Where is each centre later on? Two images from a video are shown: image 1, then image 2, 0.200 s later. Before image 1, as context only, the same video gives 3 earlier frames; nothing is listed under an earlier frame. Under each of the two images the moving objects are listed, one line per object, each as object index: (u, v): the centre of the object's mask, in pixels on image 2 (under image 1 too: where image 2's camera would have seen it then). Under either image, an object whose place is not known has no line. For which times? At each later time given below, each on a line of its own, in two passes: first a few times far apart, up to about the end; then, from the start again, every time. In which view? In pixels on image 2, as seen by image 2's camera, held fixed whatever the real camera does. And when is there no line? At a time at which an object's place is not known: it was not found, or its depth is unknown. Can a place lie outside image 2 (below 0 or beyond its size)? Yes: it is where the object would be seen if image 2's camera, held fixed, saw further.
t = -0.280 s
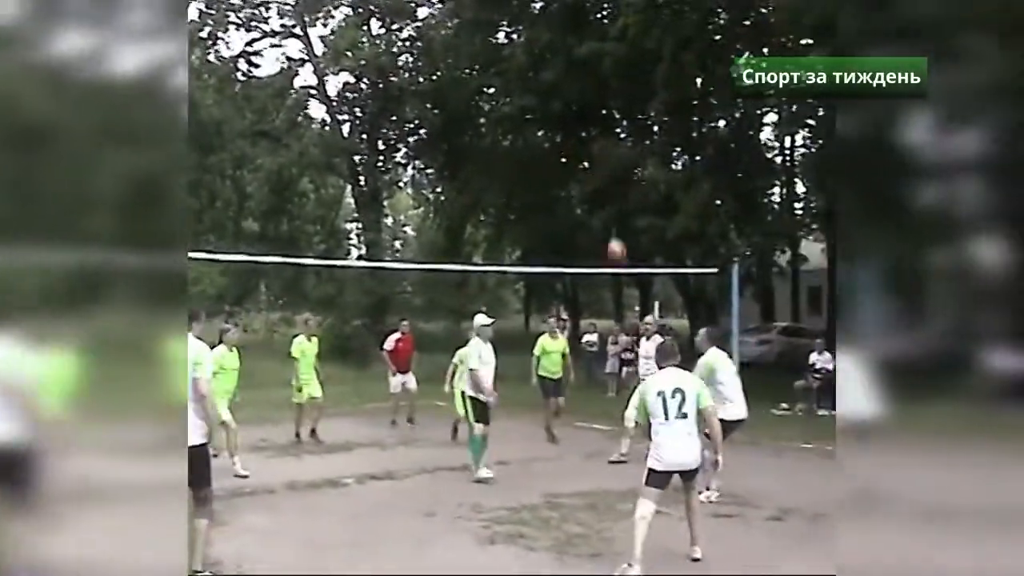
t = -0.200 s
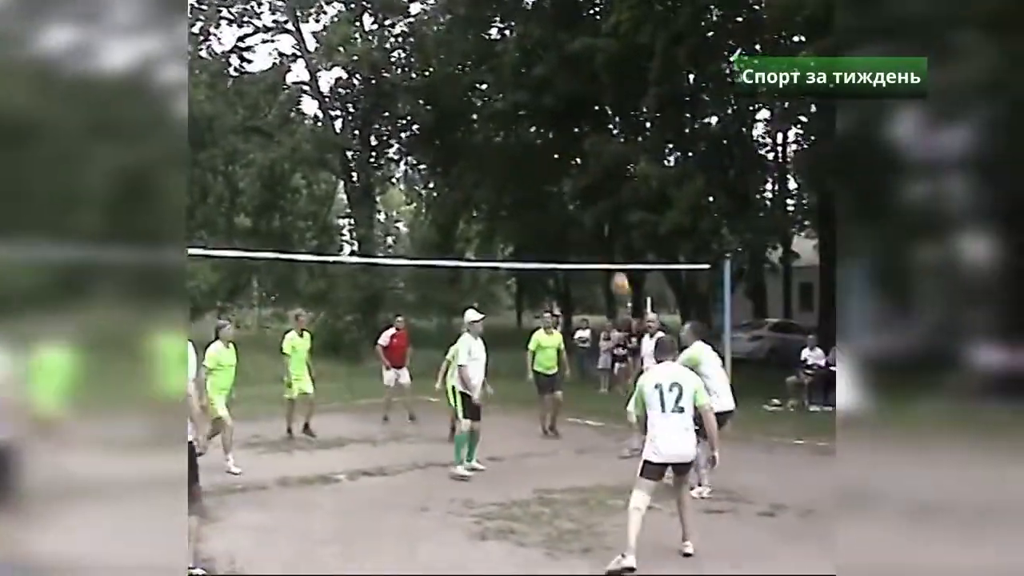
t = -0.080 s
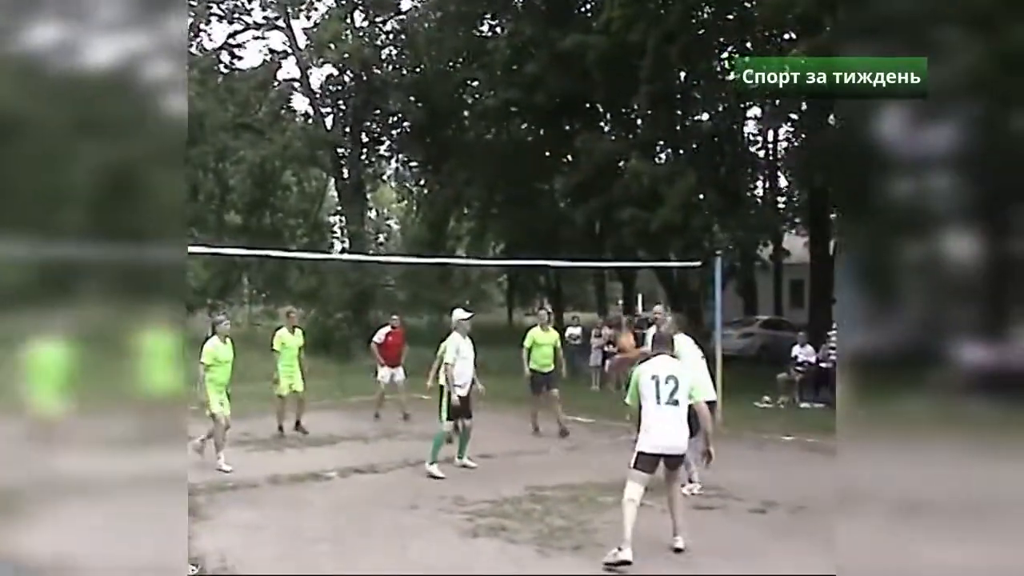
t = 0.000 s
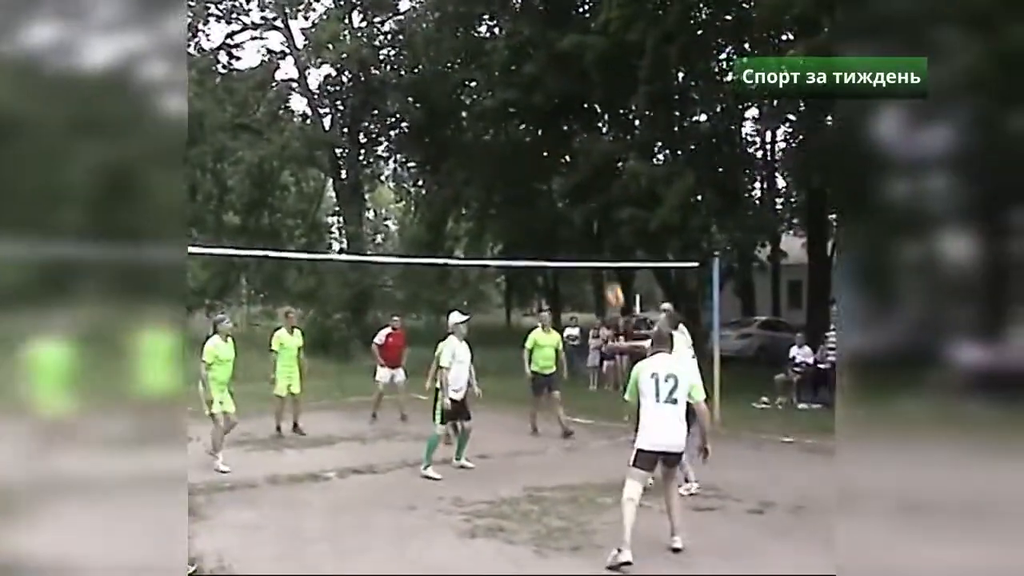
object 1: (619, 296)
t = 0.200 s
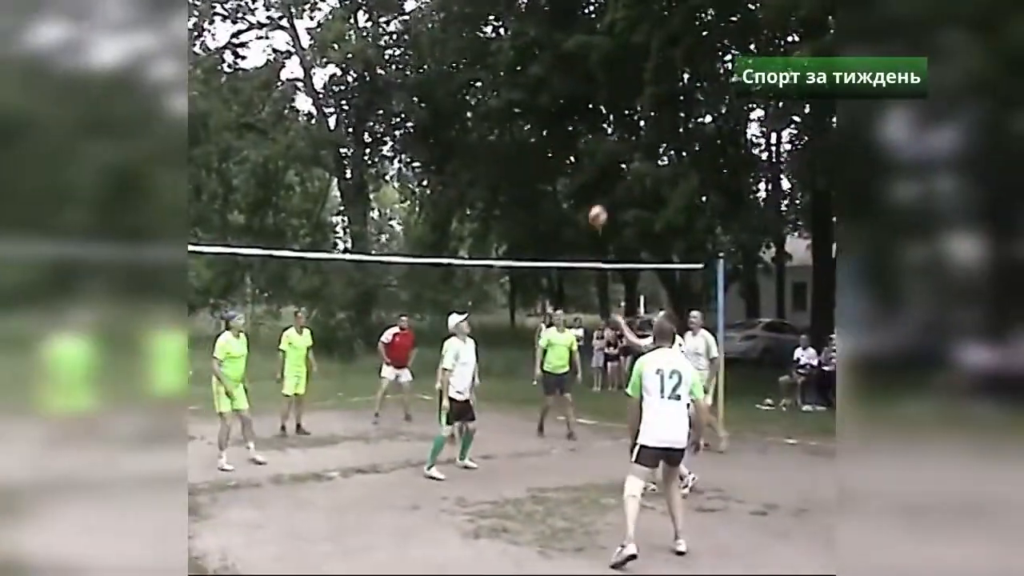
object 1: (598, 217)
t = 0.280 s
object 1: (589, 196)
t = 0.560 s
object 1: (561, 171)
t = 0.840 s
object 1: (532, 217)
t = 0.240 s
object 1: (593, 205)
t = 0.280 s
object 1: (589, 196)
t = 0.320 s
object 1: (585, 188)
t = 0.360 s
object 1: (580, 181)
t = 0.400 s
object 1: (577, 176)
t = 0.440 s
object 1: (573, 171)
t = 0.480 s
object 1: (569, 170)
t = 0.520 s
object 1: (565, 170)
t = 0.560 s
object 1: (561, 171)
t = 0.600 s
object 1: (557, 175)
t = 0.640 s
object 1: (552, 179)
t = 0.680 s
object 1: (549, 183)
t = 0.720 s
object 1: (544, 189)
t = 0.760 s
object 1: (540, 197)
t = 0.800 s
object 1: (536, 207)
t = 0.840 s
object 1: (532, 217)
